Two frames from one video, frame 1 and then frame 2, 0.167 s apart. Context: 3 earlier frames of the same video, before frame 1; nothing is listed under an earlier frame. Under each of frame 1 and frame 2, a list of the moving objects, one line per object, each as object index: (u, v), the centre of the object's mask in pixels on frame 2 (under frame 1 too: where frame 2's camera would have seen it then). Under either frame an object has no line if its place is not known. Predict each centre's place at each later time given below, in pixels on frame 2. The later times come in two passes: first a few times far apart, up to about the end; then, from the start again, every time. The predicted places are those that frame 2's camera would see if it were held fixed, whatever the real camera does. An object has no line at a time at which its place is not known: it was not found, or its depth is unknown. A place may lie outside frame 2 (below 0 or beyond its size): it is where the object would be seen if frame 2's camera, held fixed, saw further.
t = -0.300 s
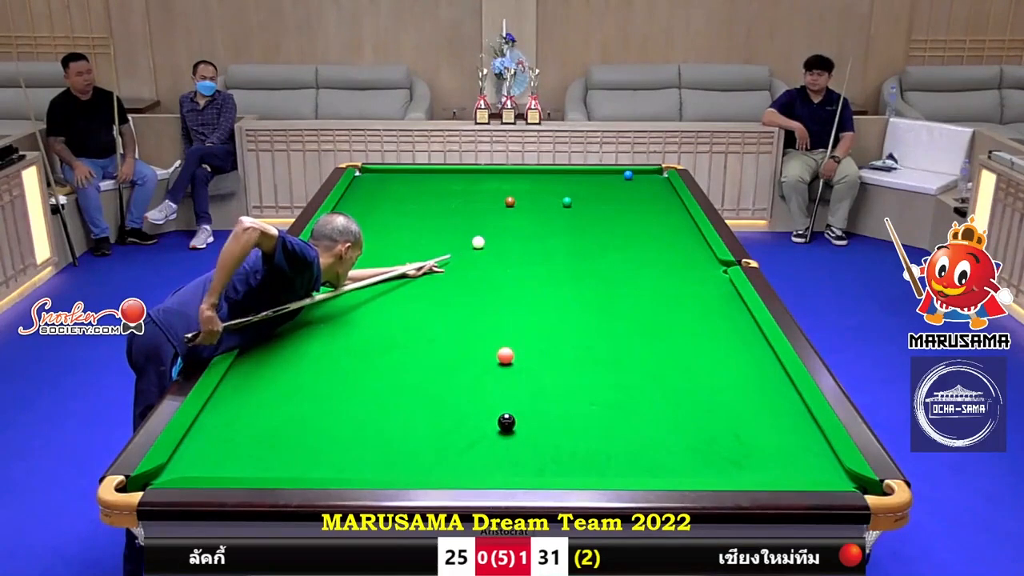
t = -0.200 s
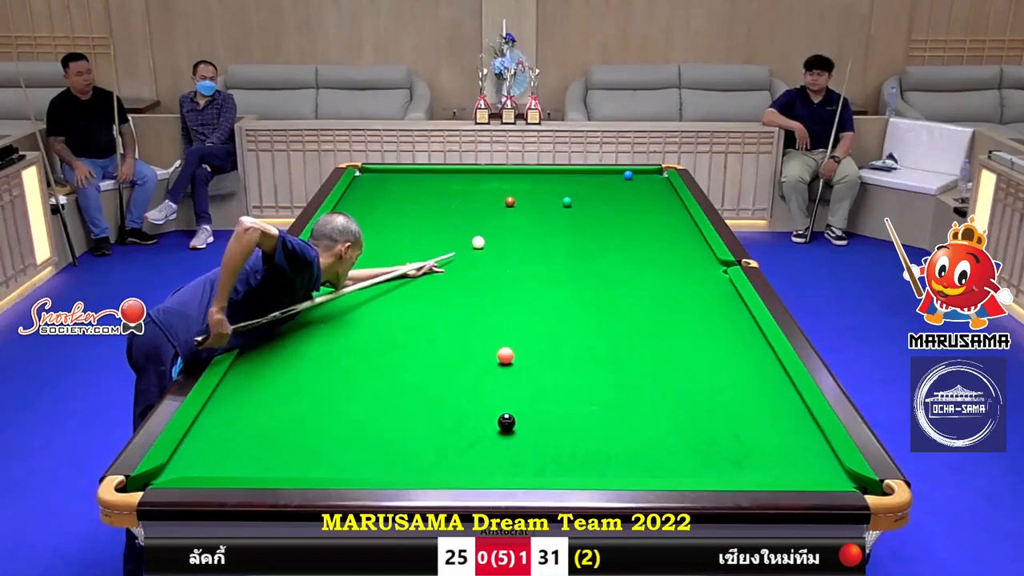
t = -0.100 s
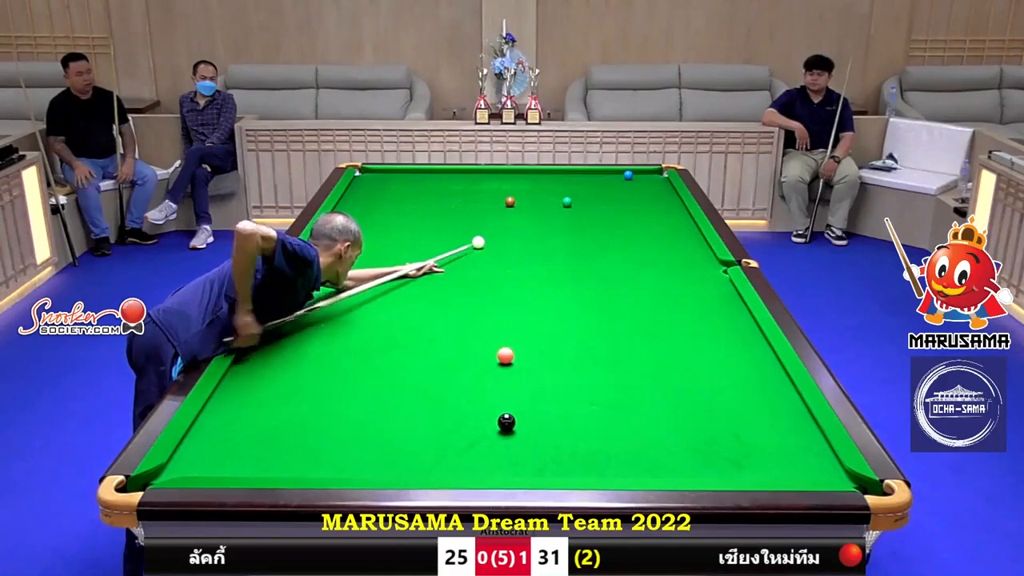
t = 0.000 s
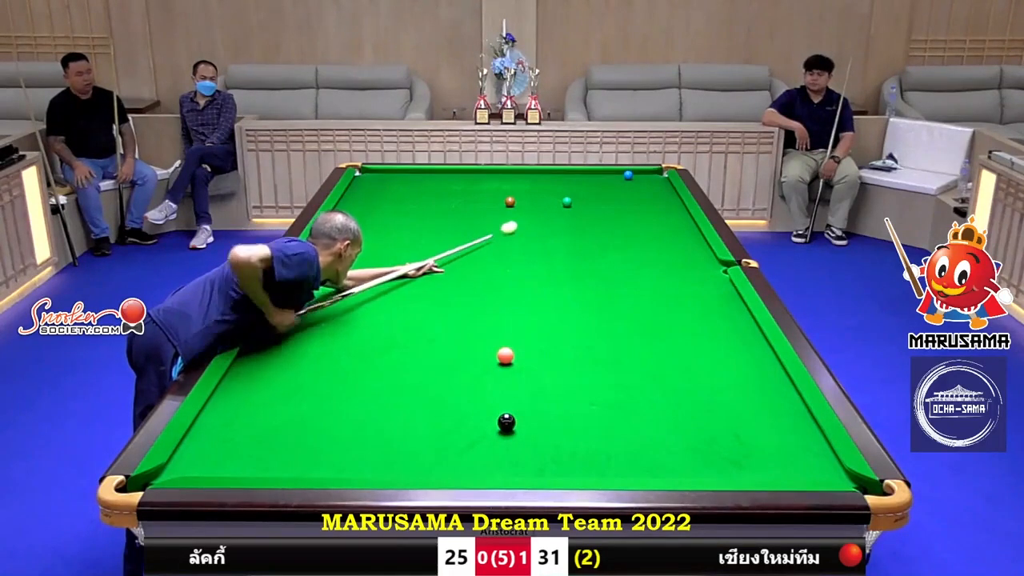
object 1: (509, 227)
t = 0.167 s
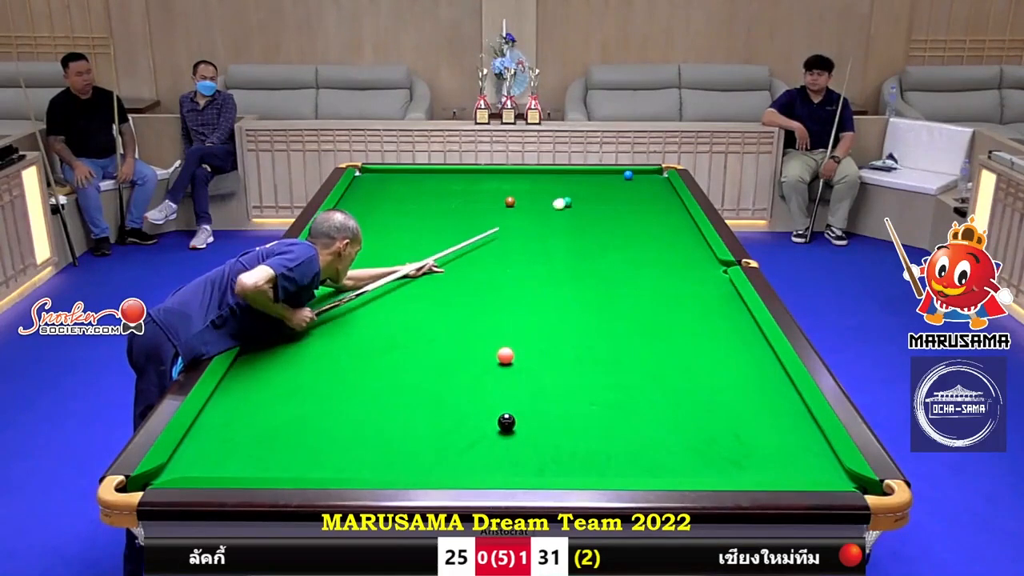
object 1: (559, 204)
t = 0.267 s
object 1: (555, 201)
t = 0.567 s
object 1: (553, 191)
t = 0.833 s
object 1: (554, 182)
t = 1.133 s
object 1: (554, 172)
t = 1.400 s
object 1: (557, 174)
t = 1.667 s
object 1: (561, 179)
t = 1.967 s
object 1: (565, 185)
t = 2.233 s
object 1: (568, 189)
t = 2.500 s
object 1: (572, 194)
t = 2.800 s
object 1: (576, 198)
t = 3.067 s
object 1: (579, 202)
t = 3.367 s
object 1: (582, 206)
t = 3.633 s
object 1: (585, 210)
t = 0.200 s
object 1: (558, 202)
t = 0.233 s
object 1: (557, 202)
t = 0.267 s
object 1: (555, 201)
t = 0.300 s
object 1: (554, 200)
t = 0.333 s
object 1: (554, 199)
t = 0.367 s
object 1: (553, 198)
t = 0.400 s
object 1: (553, 197)
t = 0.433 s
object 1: (553, 196)
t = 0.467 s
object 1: (553, 194)
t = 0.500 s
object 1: (553, 193)
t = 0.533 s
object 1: (553, 192)
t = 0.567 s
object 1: (553, 191)
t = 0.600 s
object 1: (554, 189)
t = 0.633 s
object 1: (554, 189)
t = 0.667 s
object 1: (554, 187)
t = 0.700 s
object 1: (554, 186)
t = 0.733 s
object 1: (554, 185)
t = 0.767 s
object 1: (554, 184)
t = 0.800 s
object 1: (554, 183)
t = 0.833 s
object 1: (554, 182)
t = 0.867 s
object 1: (554, 181)
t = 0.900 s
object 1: (554, 180)
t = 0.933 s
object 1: (554, 179)
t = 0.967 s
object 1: (554, 178)
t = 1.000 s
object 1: (554, 177)
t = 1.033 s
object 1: (554, 176)
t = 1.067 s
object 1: (554, 175)
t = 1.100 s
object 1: (554, 174)
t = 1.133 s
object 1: (554, 172)
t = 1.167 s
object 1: (555, 172)
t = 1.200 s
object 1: (555, 171)
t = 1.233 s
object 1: (555, 171)
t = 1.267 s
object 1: (555, 172)
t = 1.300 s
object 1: (556, 172)
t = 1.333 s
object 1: (557, 173)
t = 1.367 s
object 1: (557, 174)
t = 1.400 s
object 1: (557, 174)
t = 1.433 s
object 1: (558, 175)
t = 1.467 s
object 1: (558, 175)
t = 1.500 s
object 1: (559, 176)
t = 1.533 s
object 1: (559, 177)
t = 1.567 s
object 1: (560, 177)
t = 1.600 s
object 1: (560, 178)
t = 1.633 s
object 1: (560, 179)
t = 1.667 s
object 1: (561, 179)
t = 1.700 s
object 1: (562, 180)
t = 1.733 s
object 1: (562, 180)
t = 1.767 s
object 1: (562, 181)
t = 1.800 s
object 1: (563, 182)
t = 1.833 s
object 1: (563, 182)
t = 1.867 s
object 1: (564, 183)
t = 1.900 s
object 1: (564, 183)
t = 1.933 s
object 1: (564, 184)
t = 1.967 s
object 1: (565, 185)
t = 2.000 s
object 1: (566, 185)
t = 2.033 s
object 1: (566, 186)
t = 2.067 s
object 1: (566, 186)
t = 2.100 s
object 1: (567, 187)
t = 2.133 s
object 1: (567, 187)
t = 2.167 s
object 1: (567, 188)
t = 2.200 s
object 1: (568, 189)
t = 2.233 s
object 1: (568, 189)
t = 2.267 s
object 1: (569, 190)
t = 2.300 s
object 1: (569, 190)
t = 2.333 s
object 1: (570, 191)
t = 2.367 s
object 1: (570, 191)
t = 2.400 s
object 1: (571, 192)
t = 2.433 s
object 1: (571, 193)
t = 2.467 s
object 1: (572, 193)
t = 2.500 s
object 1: (572, 194)
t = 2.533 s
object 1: (573, 194)
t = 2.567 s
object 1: (573, 195)
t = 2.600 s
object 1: (573, 195)
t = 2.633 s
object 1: (574, 195)
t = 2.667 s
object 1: (574, 196)
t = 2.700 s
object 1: (575, 197)
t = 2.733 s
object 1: (575, 197)
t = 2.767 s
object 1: (575, 198)
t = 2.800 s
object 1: (576, 198)
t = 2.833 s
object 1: (576, 199)
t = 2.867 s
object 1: (576, 199)
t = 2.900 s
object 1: (577, 200)
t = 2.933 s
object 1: (577, 200)
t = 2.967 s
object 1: (578, 201)
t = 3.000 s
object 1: (578, 201)
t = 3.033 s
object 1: (579, 202)
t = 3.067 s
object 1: (579, 202)
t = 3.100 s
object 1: (579, 203)
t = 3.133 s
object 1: (580, 203)
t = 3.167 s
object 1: (580, 204)
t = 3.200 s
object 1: (581, 204)
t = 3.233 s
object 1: (581, 204)
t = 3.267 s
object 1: (581, 205)
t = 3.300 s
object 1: (582, 206)
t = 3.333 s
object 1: (582, 206)
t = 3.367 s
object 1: (582, 206)
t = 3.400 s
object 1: (583, 207)
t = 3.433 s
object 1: (583, 208)
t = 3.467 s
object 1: (583, 208)
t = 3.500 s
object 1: (584, 208)
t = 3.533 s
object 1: (584, 209)
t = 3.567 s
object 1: (584, 209)
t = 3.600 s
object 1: (585, 210)
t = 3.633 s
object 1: (585, 210)
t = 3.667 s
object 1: (585, 210)
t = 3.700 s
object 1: (586, 211)
